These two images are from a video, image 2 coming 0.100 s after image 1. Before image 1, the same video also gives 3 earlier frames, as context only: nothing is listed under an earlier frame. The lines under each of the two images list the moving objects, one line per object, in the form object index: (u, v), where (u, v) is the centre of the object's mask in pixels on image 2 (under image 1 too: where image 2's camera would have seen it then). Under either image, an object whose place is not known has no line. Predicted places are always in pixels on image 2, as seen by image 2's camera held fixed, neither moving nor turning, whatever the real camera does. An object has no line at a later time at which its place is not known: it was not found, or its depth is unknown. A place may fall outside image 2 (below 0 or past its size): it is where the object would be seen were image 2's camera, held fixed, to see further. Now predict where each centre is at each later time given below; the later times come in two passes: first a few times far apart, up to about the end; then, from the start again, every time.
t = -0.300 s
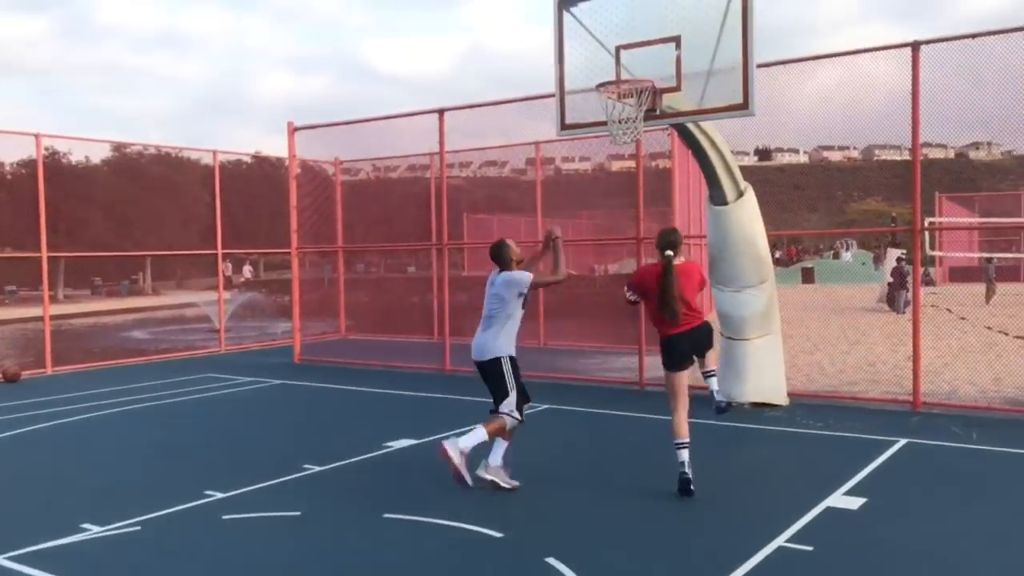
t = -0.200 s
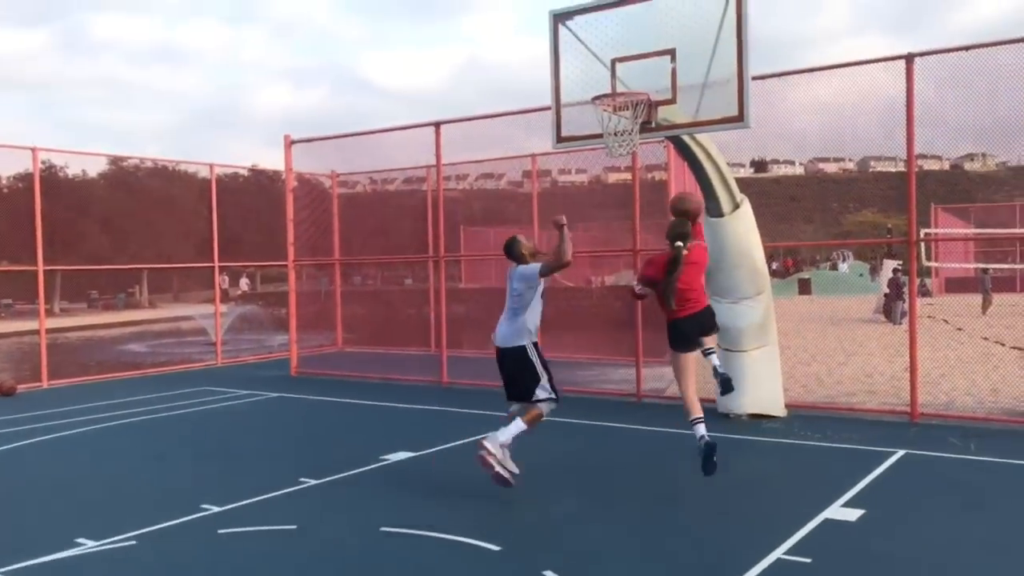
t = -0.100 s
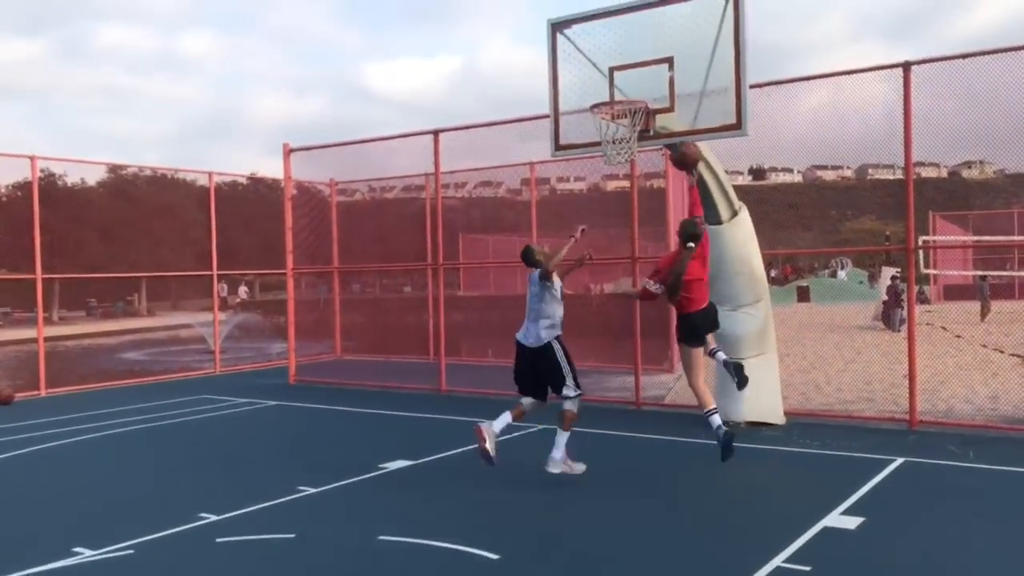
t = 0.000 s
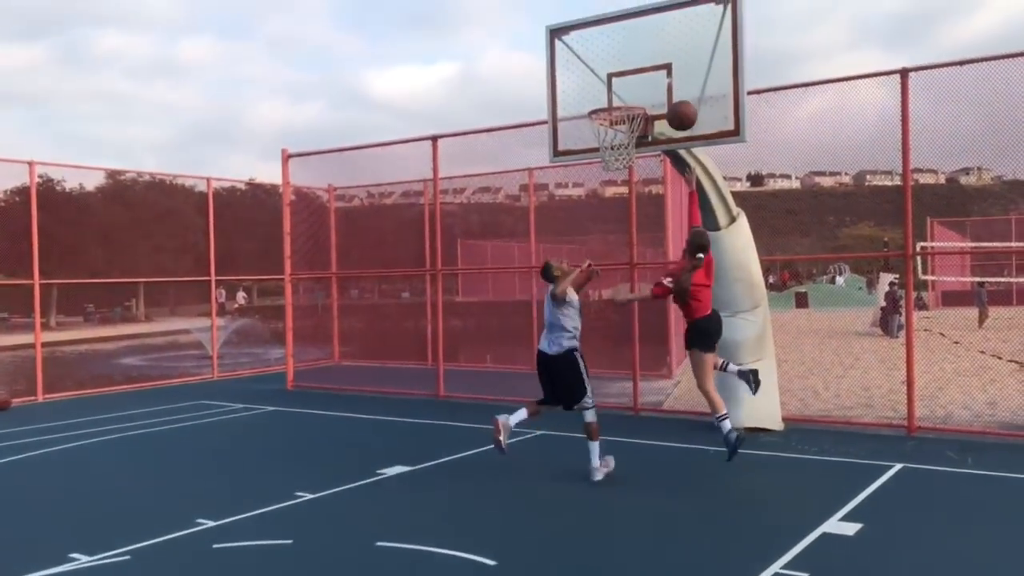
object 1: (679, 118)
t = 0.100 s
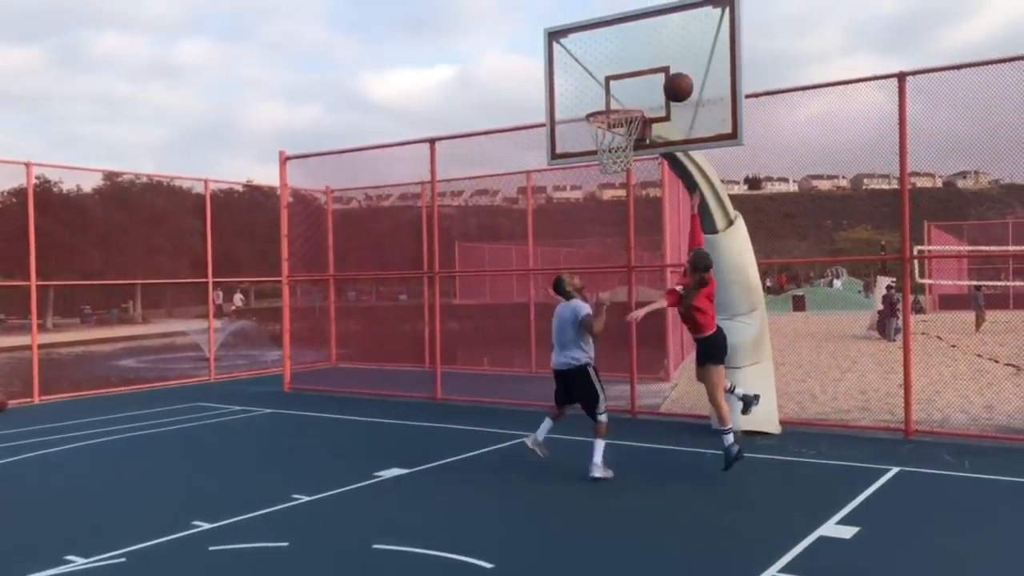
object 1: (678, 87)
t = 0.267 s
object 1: (662, 64)
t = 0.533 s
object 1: (633, 96)
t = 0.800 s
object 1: (605, 99)
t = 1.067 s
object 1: (612, 95)
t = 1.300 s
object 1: (621, 137)
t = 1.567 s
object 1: (618, 196)
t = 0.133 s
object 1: (676, 80)
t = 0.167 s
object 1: (673, 74)
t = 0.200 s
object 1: (669, 70)
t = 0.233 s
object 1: (665, 66)
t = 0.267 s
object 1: (662, 64)
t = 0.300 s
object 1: (658, 63)
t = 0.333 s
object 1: (654, 64)
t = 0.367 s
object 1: (651, 66)
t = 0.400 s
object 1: (647, 69)
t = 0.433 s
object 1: (644, 74)
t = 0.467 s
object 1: (640, 80)
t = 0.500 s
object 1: (636, 87)
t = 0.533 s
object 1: (633, 96)
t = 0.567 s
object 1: (630, 94)
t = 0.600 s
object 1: (625, 91)
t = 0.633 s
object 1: (623, 90)
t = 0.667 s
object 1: (619, 90)
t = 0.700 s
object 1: (615, 91)
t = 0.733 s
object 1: (612, 93)
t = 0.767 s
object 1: (608, 96)
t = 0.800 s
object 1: (605, 99)
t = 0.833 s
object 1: (602, 102)
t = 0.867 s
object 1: (603, 99)
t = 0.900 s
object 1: (605, 96)
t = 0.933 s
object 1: (606, 94)
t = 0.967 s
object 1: (608, 92)
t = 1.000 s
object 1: (609, 92)
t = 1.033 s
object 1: (610, 93)
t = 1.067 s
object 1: (612, 95)
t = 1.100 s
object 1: (613, 98)
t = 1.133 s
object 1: (614, 100)
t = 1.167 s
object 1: (616, 104)
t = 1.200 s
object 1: (617, 118)
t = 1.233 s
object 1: (618, 127)
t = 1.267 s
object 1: (621, 133)
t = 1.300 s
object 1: (621, 137)
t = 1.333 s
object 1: (622, 140)
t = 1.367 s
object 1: (617, 152)
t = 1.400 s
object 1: (620, 154)
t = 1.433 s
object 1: (621, 166)
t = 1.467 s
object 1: (619, 171)
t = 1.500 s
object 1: (619, 177)
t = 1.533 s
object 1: (618, 185)
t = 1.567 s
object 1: (618, 196)
